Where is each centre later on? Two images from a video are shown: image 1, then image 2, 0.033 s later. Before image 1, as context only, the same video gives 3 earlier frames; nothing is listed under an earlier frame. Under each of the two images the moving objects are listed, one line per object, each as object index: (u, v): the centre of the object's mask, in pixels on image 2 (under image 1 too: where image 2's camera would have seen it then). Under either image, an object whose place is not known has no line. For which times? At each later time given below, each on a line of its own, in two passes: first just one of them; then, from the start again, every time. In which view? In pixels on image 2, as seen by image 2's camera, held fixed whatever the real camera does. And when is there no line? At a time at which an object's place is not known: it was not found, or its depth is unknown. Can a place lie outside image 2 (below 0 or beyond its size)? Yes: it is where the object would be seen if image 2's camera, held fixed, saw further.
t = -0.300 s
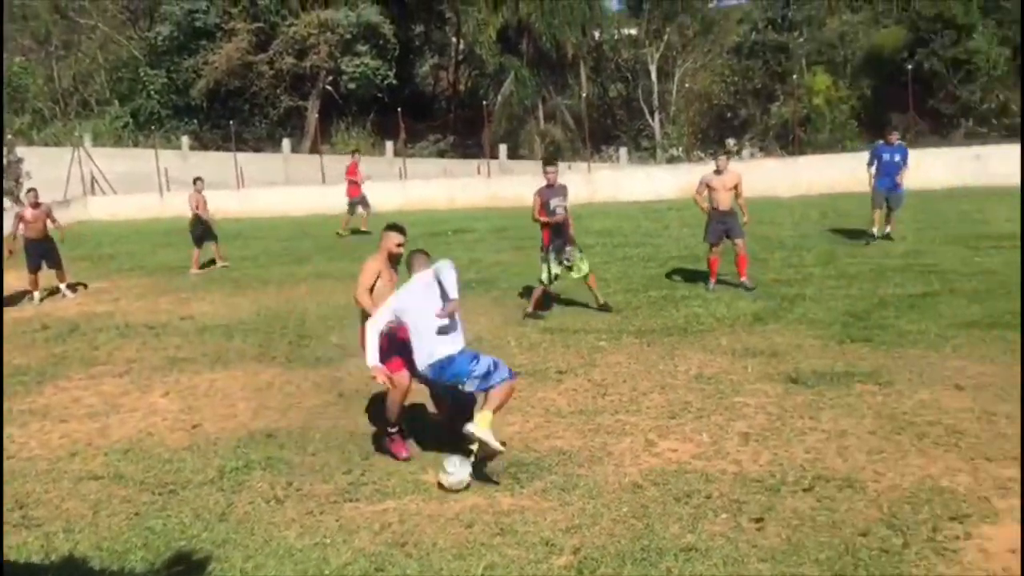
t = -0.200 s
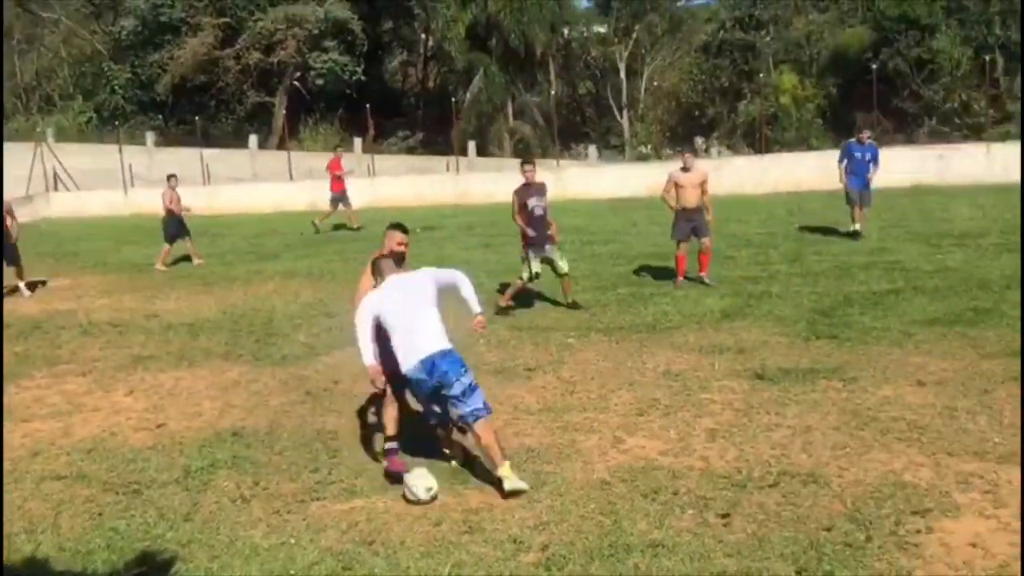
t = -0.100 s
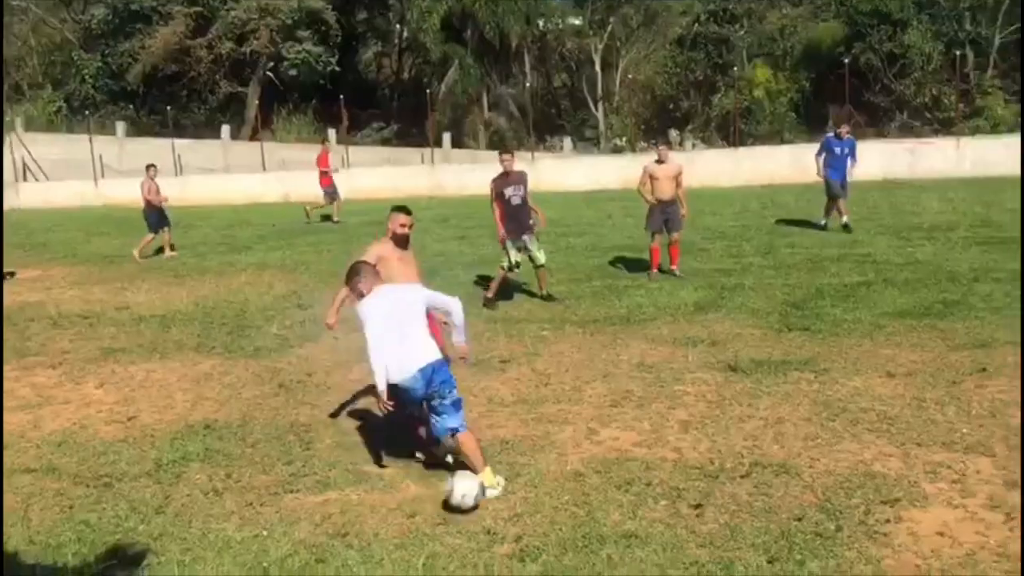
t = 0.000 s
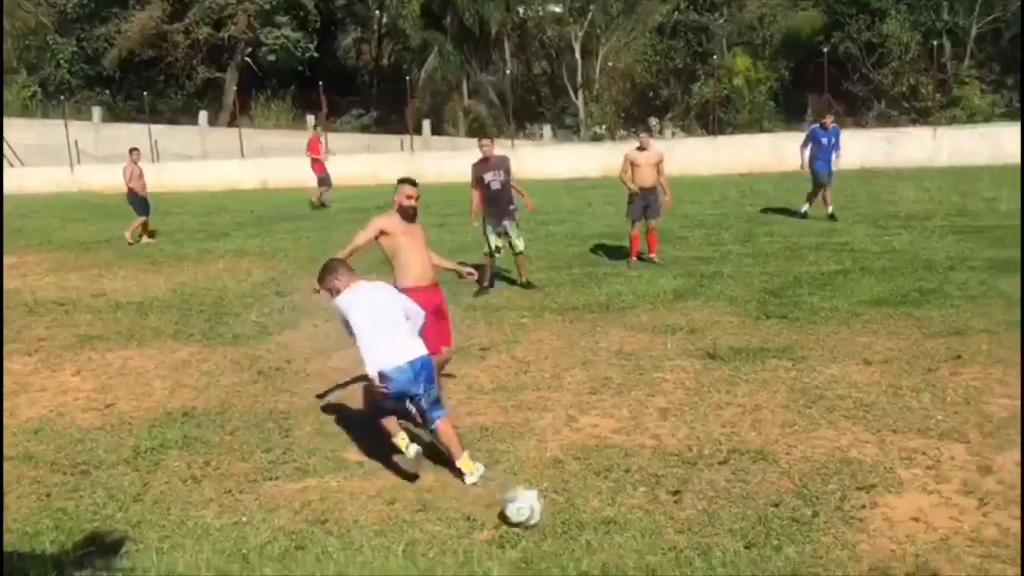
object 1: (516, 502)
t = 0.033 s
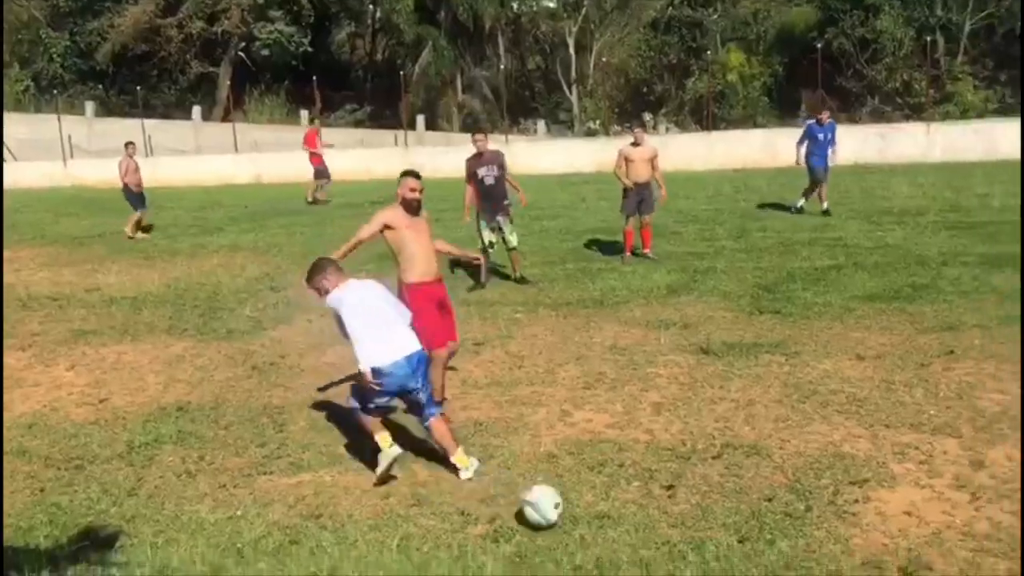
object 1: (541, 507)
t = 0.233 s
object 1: (707, 557)
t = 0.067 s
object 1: (567, 514)
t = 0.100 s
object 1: (595, 522)
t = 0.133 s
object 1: (624, 533)
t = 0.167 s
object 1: (654, 546)
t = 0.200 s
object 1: (681, 552)
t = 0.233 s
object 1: (707, 557)
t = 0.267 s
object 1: (735, 564)
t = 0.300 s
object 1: (765, 570)
